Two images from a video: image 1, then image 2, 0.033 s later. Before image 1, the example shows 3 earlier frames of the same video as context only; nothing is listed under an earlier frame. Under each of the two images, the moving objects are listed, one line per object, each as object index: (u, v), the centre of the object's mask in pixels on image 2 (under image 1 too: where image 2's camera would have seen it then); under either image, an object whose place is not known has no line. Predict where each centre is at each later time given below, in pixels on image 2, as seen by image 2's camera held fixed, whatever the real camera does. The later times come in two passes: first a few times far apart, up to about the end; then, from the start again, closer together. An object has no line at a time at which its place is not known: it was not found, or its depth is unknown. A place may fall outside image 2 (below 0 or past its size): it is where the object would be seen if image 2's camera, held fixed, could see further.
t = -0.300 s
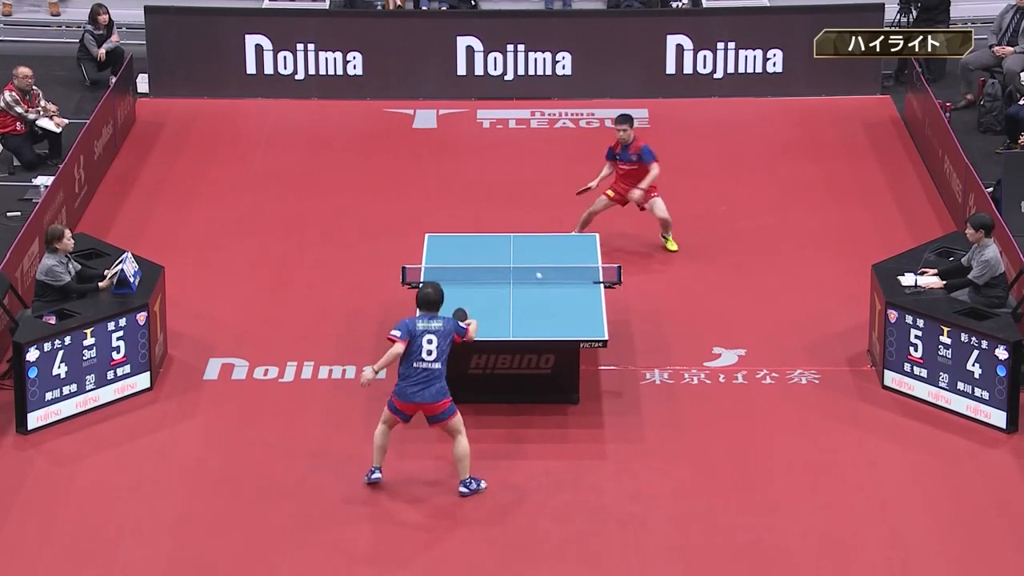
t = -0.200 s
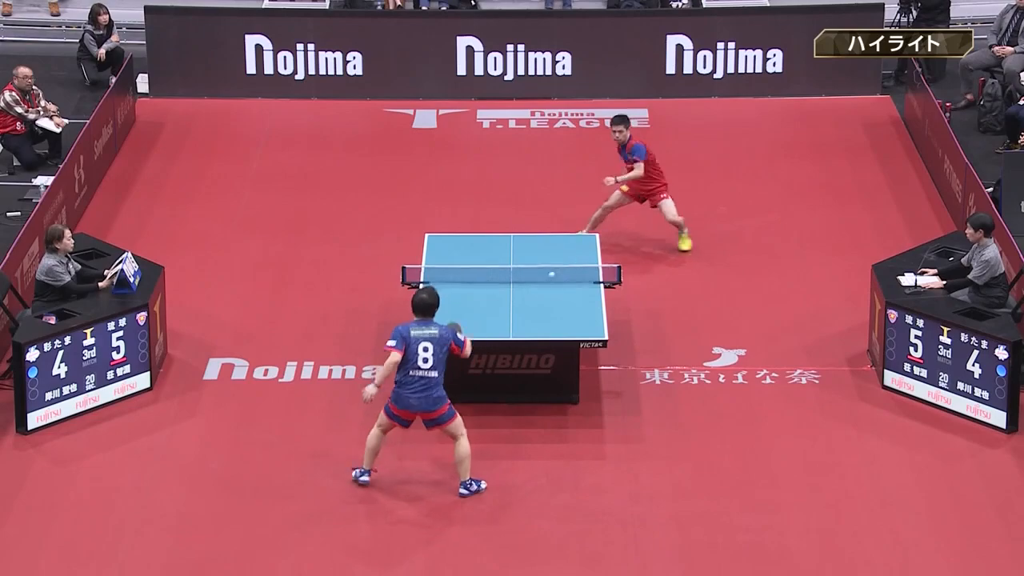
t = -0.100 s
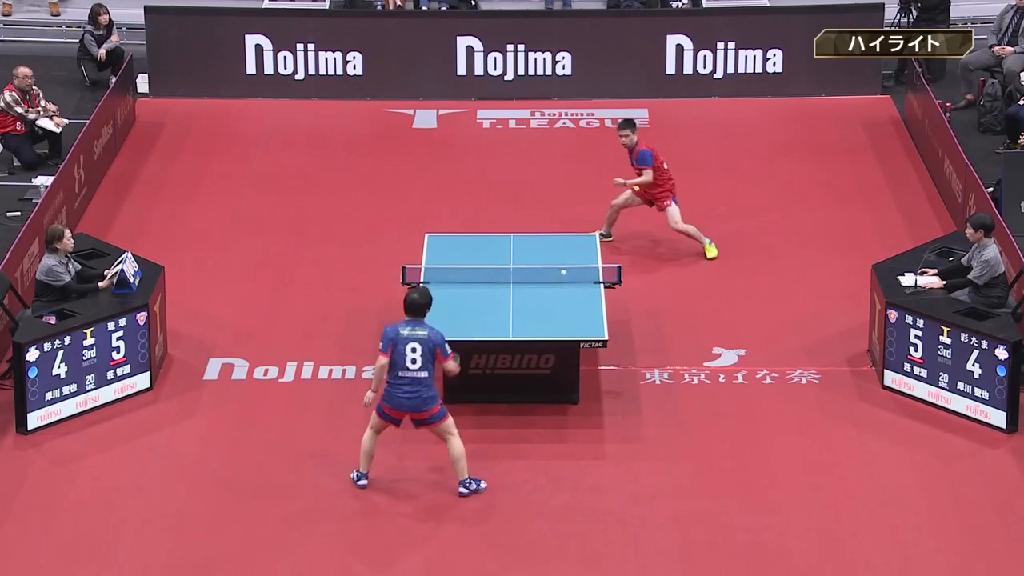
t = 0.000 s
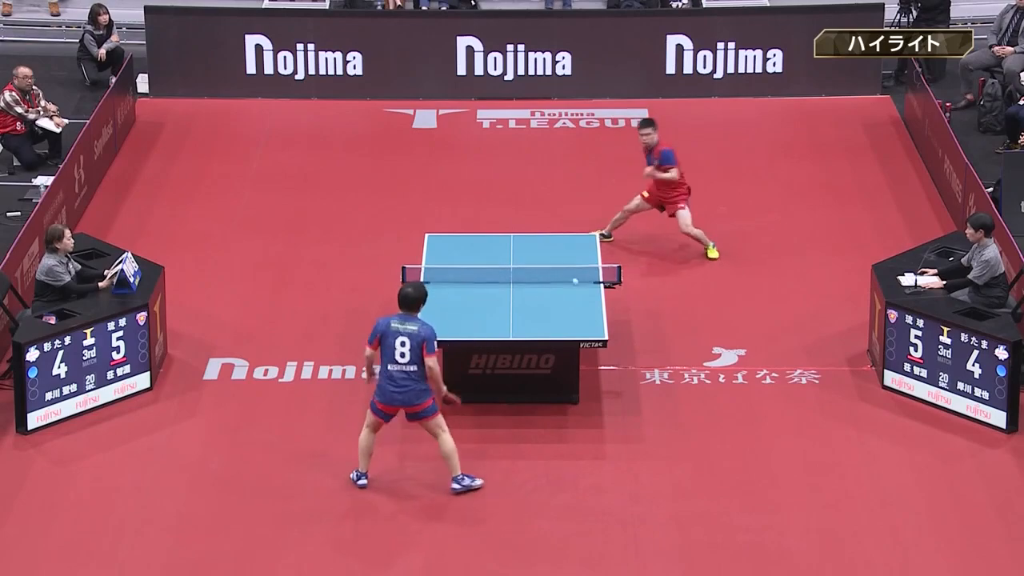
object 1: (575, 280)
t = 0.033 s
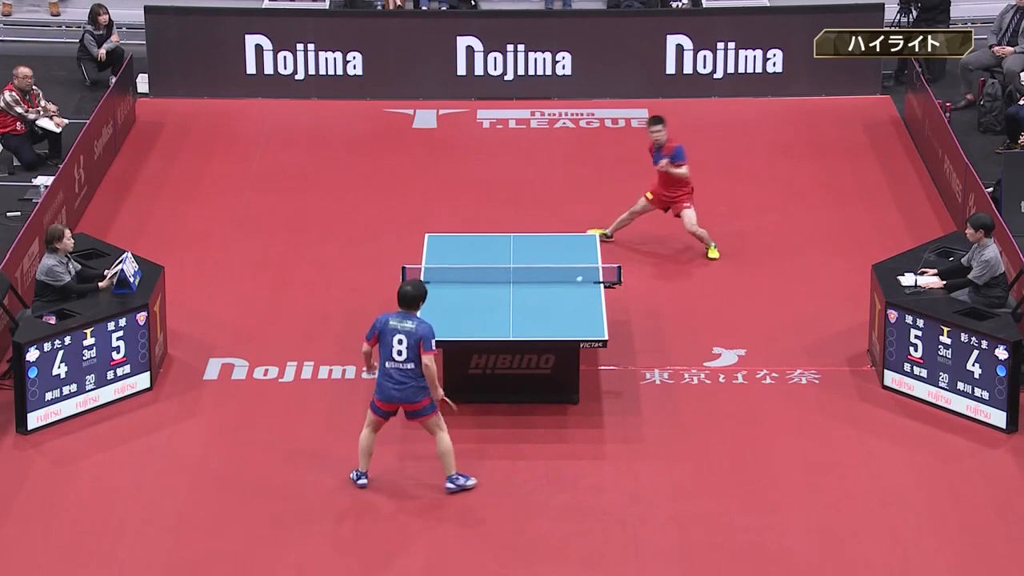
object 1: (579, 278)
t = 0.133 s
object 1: (591, 271)
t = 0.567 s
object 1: (629, 365)
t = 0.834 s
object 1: (652, 332)
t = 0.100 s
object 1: (587, 272)
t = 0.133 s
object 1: (591, 271)
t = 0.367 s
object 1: (614, 298)
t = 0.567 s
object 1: (629, 365)
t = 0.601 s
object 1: (632, 366)
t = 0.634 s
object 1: (635, 358)
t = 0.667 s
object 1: (638, 350)
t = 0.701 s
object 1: (641, 344)
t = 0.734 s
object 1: (643, 339)
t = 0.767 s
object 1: (646, 336)
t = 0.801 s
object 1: (649, 333)
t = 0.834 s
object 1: (652, 332)
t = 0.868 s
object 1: (655, 332)
